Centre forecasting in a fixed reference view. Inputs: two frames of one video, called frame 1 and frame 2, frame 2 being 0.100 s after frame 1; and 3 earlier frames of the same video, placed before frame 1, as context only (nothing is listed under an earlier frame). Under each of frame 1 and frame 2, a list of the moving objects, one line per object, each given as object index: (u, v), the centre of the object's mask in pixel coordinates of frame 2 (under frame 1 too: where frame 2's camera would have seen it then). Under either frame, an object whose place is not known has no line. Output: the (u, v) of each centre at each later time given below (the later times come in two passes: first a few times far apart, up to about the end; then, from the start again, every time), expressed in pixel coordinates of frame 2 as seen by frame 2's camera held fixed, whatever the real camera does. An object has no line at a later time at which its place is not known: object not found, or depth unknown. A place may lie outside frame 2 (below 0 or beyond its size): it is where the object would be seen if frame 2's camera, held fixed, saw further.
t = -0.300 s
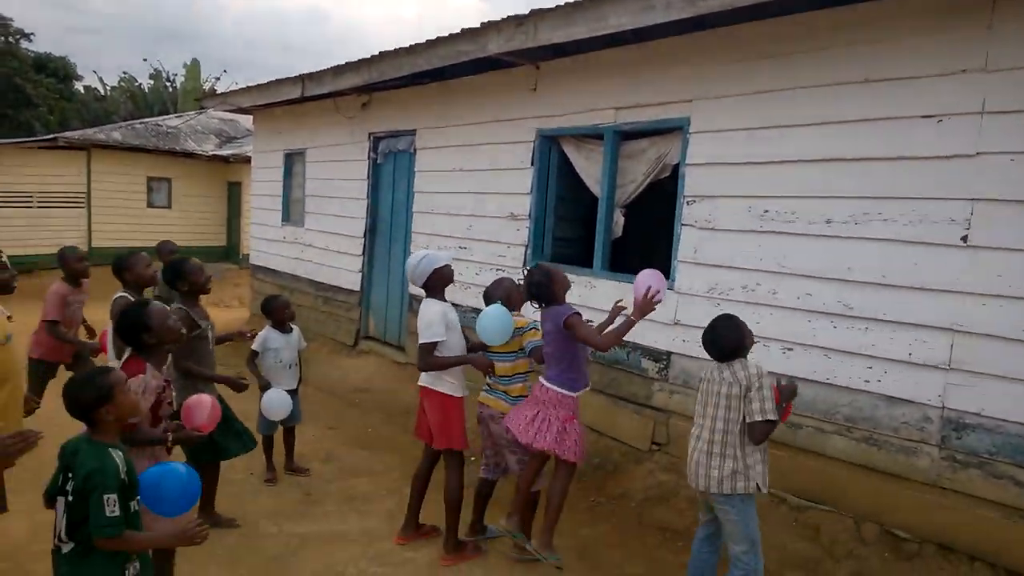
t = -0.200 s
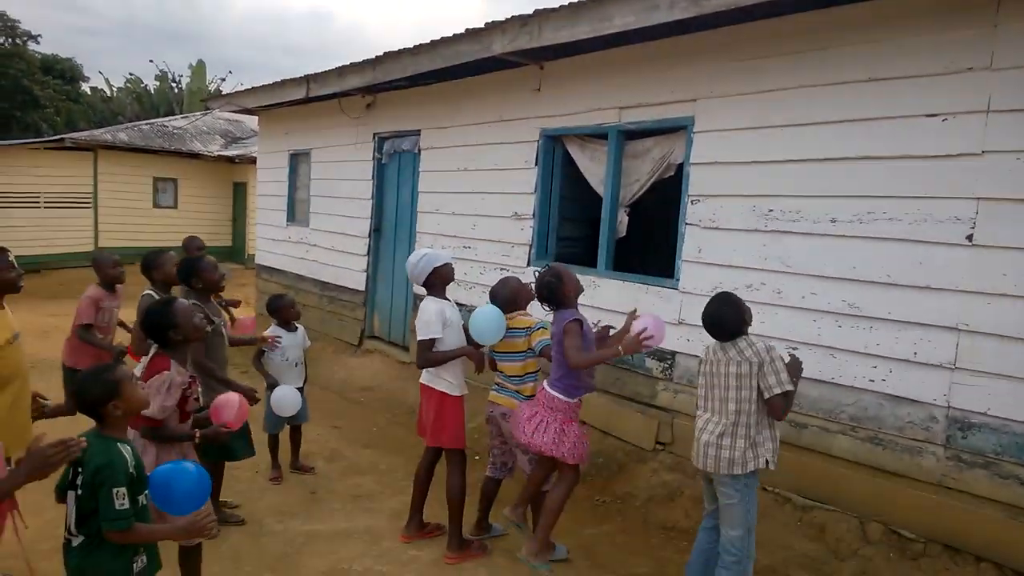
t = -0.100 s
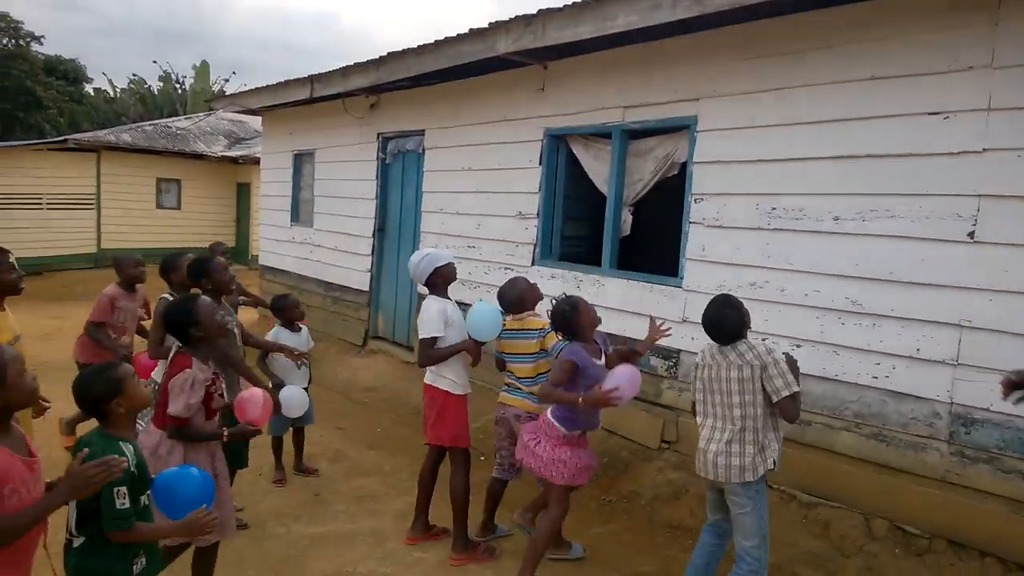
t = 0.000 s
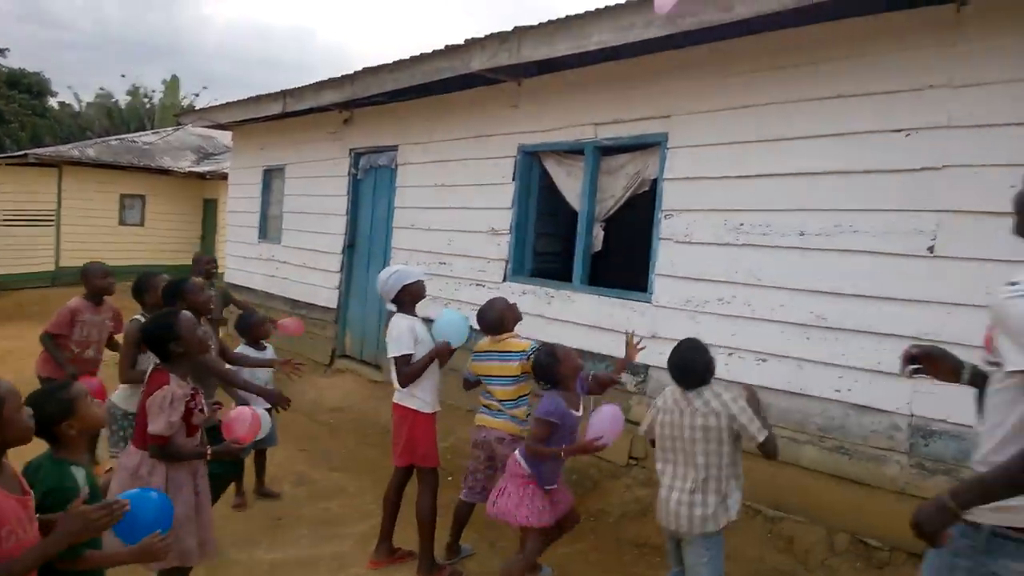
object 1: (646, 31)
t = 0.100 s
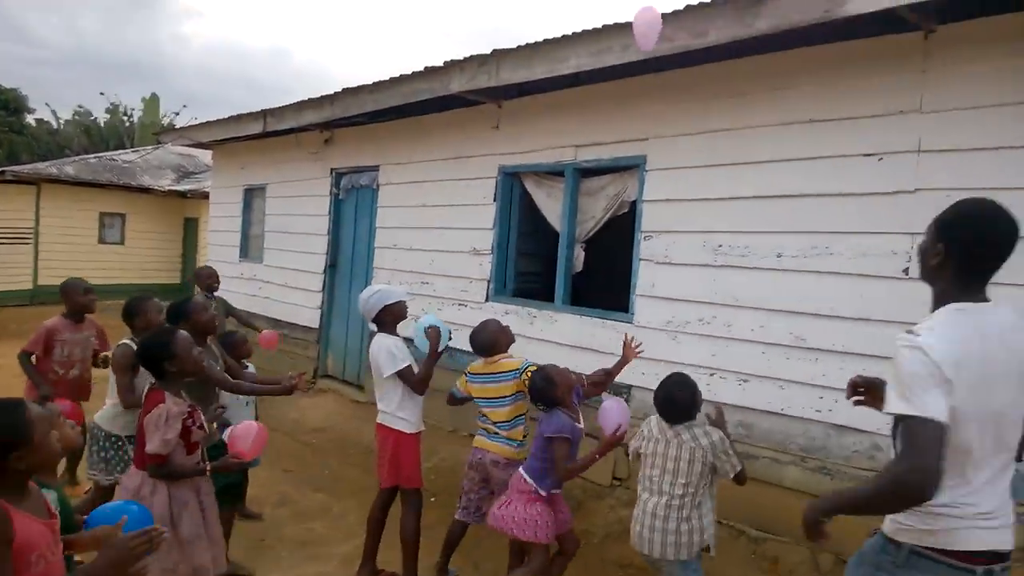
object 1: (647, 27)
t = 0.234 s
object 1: (654, 46)
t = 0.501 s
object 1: (686, 70)
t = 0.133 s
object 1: (648, 31)
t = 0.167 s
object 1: (650, 37)
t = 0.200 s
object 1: (652, 41)
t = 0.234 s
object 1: (654, 46)
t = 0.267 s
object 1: (657, 50)
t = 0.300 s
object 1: (661, 54)
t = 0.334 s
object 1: (664, 57)
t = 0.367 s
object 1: (668, 61)
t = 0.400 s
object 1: (673, 64)
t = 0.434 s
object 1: (677, 66)
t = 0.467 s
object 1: (681, 69)
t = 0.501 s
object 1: (686, 70)
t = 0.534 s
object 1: (691, 74)
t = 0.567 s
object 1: (697, 80)
